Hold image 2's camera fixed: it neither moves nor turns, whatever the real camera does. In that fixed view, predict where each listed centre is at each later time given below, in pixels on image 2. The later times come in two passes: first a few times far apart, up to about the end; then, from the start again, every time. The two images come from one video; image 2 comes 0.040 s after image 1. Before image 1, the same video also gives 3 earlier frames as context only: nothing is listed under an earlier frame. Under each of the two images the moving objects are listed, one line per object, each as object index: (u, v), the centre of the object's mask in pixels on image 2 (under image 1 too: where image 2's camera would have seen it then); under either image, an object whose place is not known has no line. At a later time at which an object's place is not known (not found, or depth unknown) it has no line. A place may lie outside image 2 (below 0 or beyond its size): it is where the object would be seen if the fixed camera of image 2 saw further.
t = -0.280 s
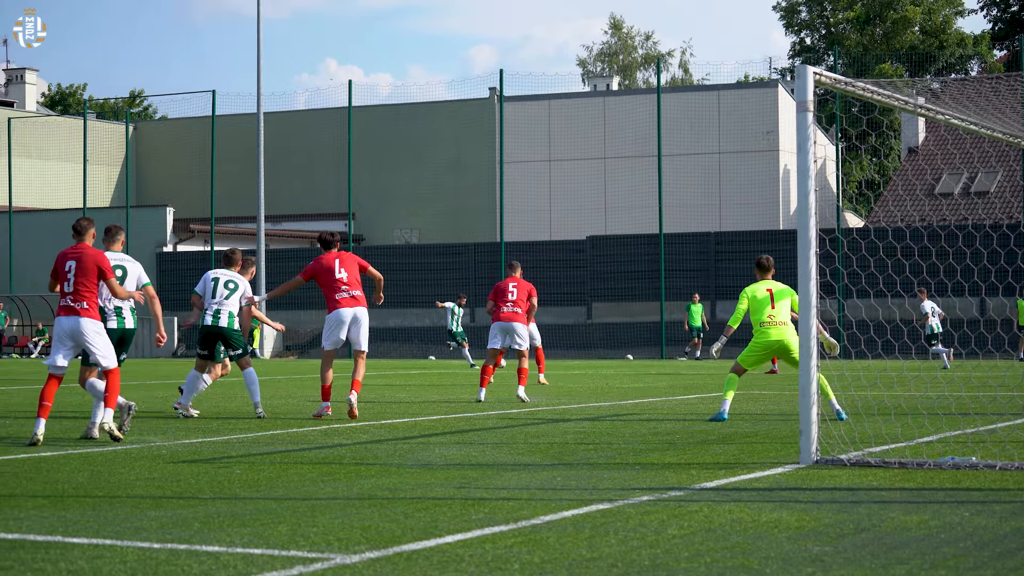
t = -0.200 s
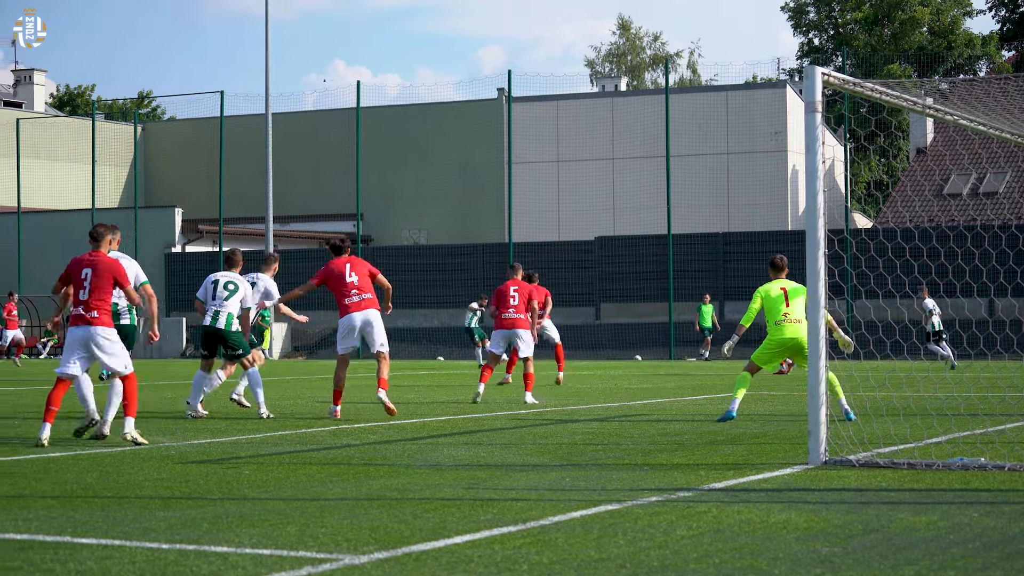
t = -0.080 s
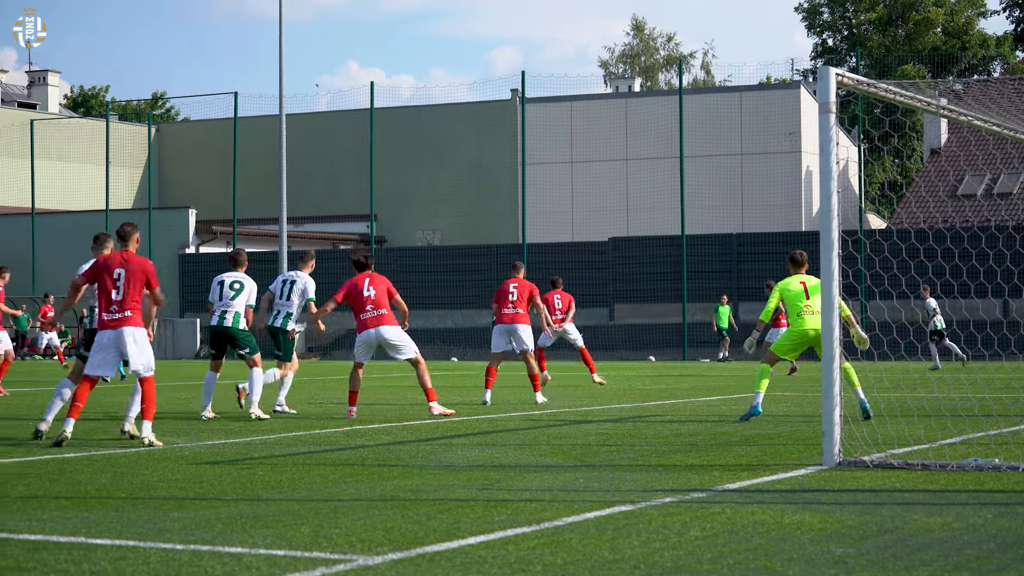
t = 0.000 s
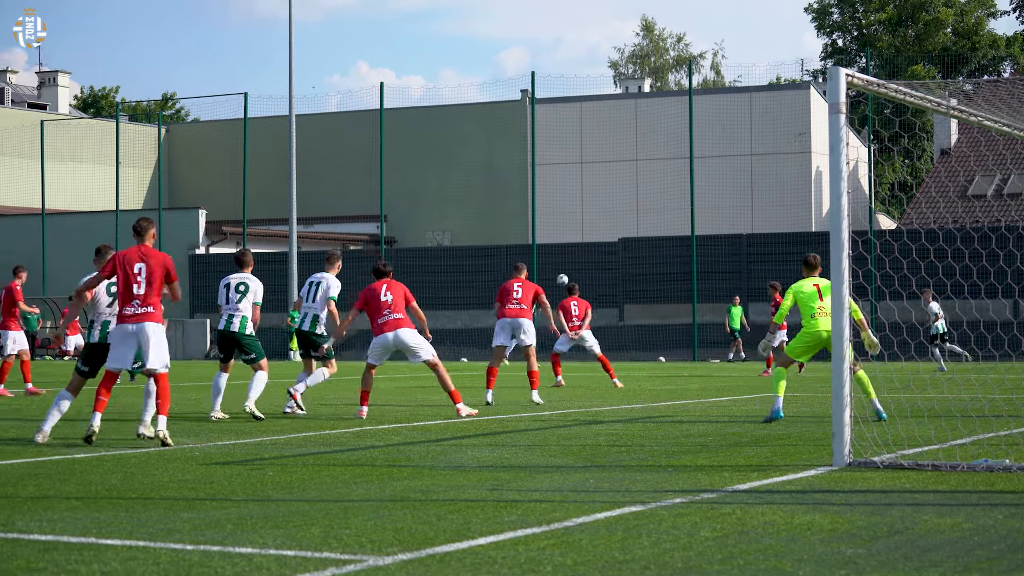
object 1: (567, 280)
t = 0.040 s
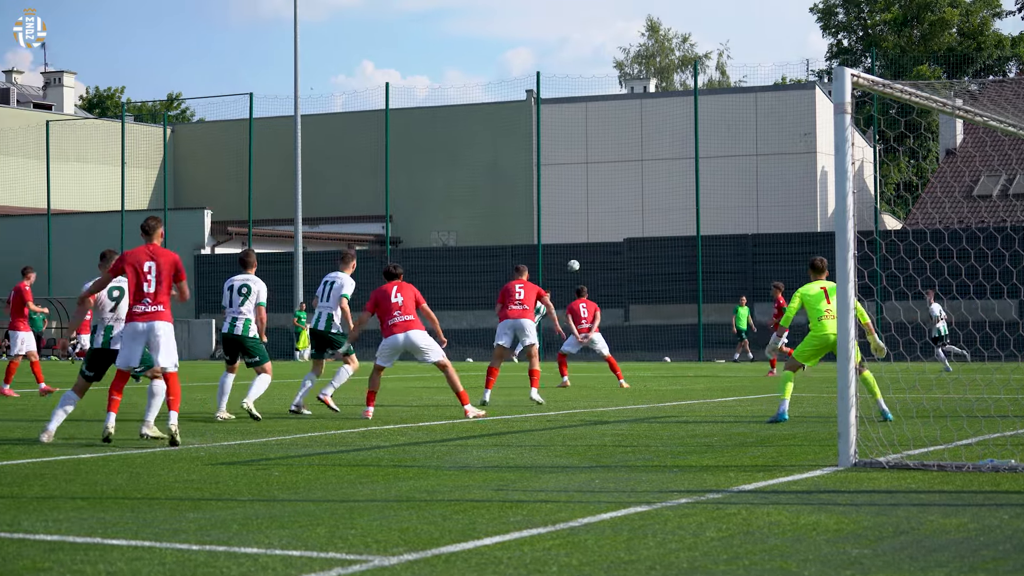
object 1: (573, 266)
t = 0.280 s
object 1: (597, 190)
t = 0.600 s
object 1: (593, 134)
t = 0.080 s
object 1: (579, 251)
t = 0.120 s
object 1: (583, 238)
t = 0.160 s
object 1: (588, 225)
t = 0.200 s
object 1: (591, 213)
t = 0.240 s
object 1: (594, 201)
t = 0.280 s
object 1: (597, 190)
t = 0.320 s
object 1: (599, 180)
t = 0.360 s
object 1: (600, 170)
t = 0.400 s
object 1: (600, 162)
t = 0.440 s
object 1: (600, 154)
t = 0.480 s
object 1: (599, 147)
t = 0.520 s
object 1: (599, 142)
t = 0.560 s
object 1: (595, 137)
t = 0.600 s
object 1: (593, 134)
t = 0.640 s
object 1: (589, 133)
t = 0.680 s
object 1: (583, 132)
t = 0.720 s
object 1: (577, 133)
